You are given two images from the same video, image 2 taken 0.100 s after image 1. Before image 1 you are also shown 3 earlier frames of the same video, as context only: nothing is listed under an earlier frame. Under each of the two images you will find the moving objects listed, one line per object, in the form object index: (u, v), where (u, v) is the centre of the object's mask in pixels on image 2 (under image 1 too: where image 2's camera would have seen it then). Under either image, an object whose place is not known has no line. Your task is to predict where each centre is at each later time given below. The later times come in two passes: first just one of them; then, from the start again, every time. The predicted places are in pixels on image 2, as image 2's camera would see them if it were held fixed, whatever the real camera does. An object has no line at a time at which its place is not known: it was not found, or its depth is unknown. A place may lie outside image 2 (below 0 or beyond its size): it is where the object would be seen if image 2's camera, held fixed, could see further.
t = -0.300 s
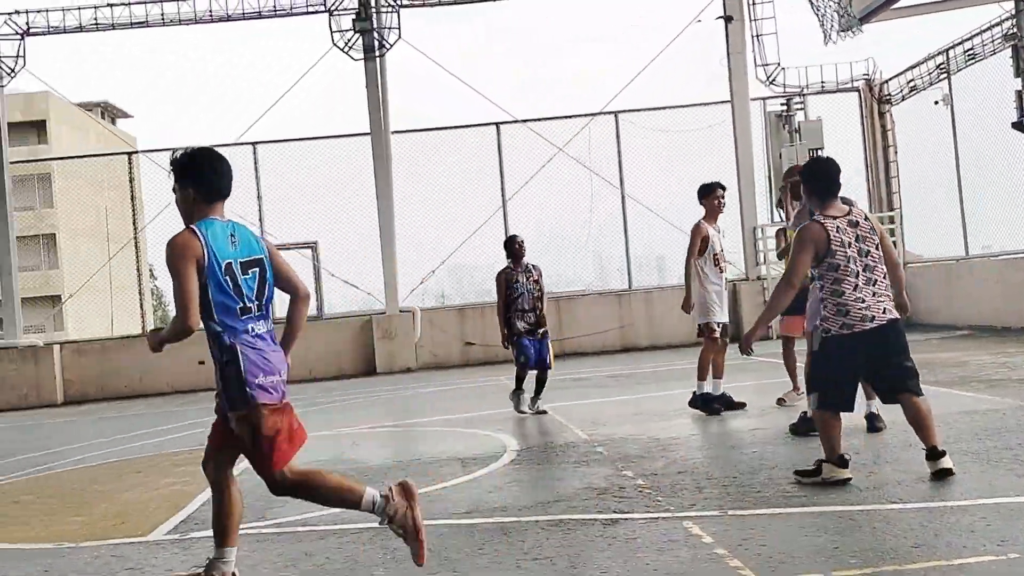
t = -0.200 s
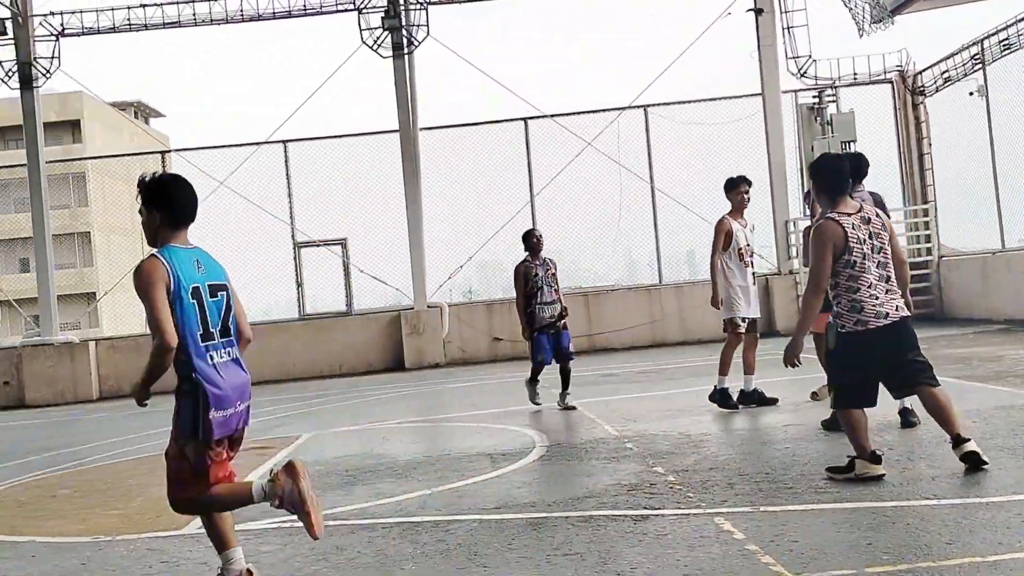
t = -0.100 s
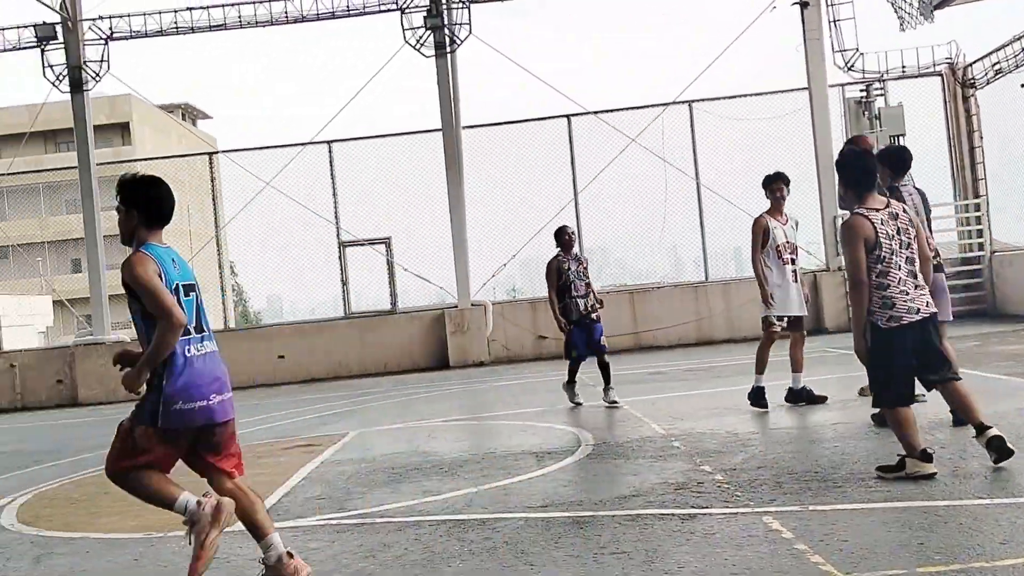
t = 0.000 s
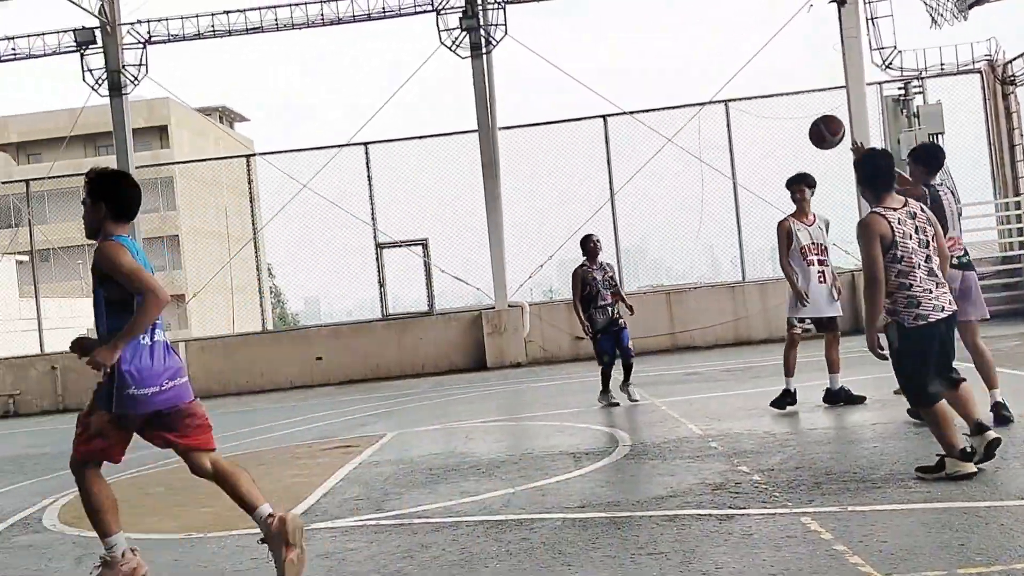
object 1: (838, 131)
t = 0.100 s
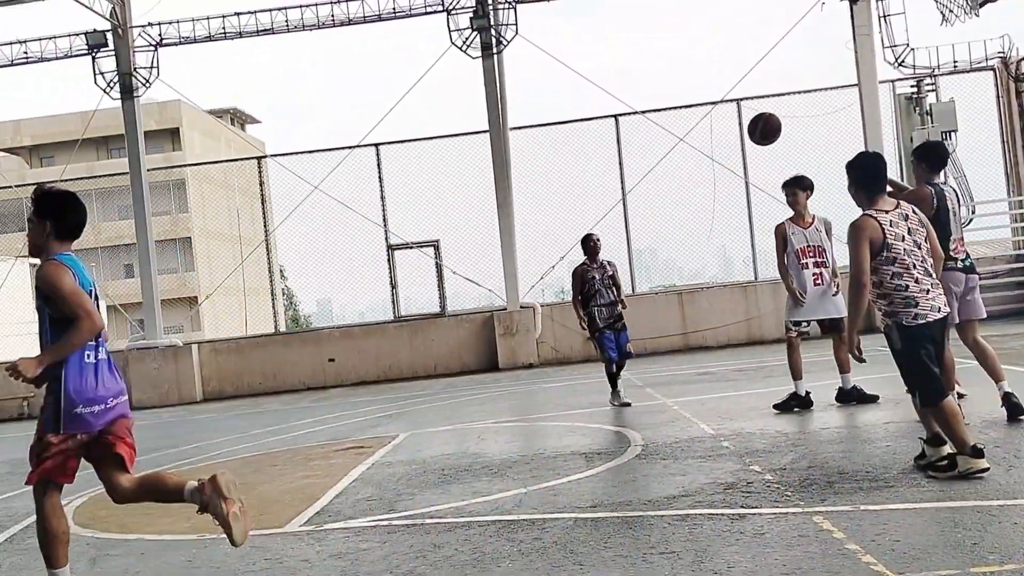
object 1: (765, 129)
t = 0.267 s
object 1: (658, 155)
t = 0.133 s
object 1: (742, 131)
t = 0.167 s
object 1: (719, 136)
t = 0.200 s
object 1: (698, 141)
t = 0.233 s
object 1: (678, 147)
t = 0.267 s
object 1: (658, 155)
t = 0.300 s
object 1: (640, 164)
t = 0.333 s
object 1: (622, 174)
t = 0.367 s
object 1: (604, 186)
